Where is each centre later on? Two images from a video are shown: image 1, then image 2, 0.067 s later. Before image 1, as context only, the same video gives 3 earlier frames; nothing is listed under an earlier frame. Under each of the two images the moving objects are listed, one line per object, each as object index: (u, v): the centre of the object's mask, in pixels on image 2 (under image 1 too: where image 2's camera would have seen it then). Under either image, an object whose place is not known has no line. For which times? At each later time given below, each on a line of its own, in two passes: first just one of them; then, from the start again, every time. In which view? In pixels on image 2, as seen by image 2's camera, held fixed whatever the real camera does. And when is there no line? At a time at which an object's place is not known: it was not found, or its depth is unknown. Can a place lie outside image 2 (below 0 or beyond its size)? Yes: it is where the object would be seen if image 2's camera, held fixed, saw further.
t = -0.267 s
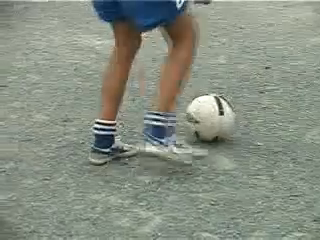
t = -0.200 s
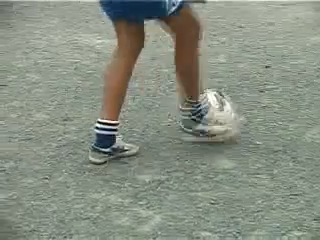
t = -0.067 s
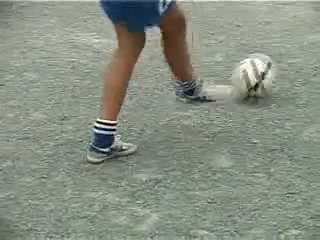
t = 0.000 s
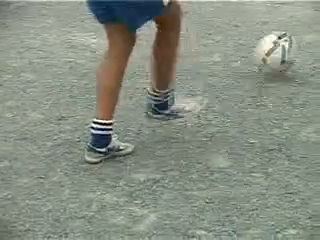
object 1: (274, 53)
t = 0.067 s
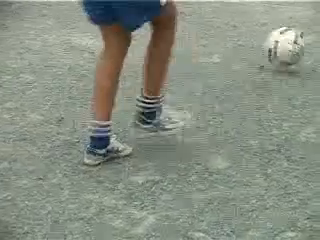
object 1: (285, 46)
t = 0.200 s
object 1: (317, 21)
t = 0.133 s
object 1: (302, 33)
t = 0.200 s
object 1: (317, 21)
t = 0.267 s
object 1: (324, 17)
